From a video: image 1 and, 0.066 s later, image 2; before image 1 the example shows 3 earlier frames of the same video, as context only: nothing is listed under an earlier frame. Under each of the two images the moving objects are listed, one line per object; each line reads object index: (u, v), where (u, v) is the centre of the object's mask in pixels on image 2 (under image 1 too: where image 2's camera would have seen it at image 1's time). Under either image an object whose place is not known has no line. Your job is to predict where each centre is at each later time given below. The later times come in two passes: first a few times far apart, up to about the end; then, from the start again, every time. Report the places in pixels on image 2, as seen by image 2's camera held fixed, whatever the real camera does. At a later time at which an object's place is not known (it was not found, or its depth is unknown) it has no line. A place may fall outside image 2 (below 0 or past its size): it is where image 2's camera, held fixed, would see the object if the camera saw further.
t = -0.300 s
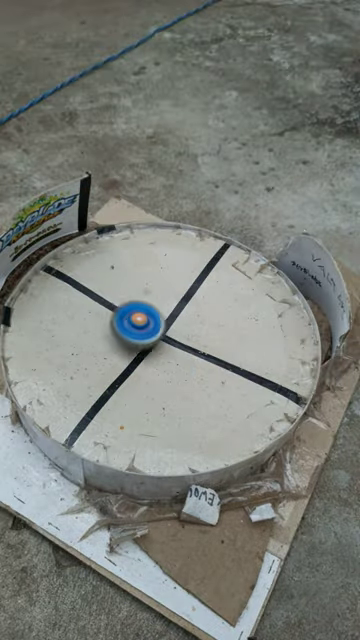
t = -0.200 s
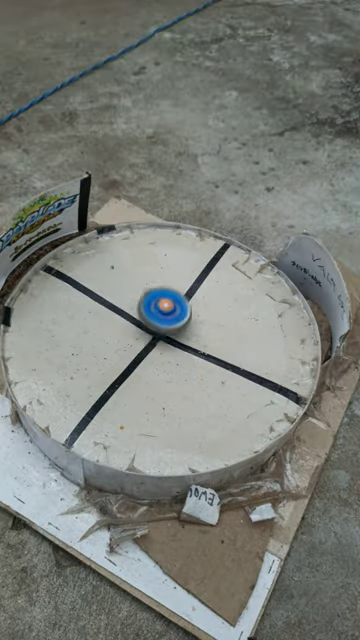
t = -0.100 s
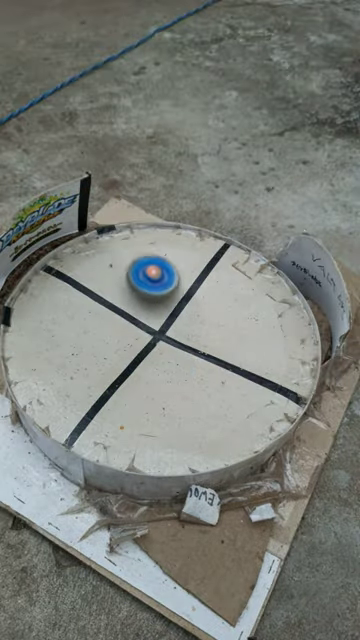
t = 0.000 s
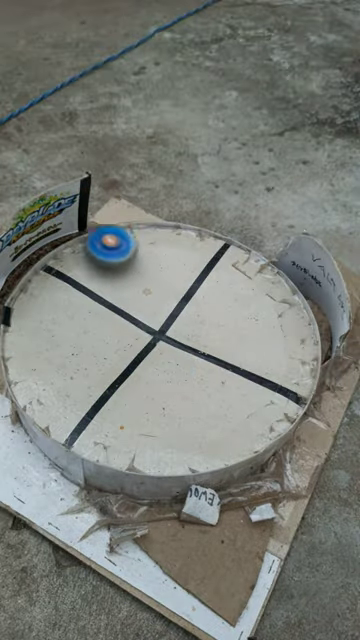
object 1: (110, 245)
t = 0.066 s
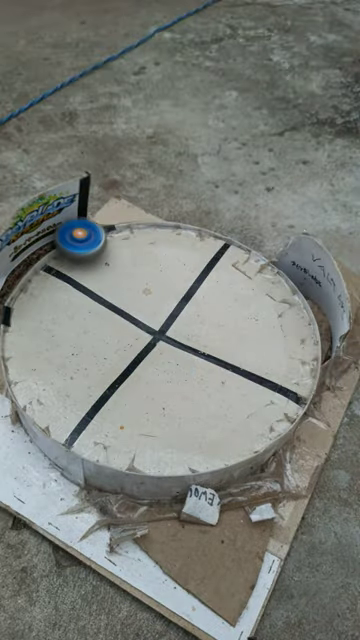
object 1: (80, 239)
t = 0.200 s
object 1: (78, 262)
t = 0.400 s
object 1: (122, 341)
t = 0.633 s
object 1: (287, 312)
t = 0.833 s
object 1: (214, 255)
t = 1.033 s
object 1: (124, 267)
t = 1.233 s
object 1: (106, 367)
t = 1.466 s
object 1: (278, 406)
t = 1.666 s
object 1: (304, 347)
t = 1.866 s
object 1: (277, 292)
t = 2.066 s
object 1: (160, 264)
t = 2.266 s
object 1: (50, 326)
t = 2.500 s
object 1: (77, 420)
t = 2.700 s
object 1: (104, 430)
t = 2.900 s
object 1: (166, 407)
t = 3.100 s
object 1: (228, 343)
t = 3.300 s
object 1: (166, 265)
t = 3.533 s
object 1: (47, 278)
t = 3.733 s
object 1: (31, 342)
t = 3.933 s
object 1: (161, 368)
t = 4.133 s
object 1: (221, 300)
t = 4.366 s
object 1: (144, 242)
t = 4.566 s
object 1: (90, 288)
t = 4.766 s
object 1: (151, 354)
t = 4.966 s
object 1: (240, 333)
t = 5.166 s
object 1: (247, 277)
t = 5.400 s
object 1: (145, 291)
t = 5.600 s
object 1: (146, 360)
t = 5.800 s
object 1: (225, 385)
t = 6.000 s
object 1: (215, 335)
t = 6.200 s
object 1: (143, 304)
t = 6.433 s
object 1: (106, 354)
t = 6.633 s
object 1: (168, 350)
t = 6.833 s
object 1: (156, 297)
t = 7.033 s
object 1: (89, 294)
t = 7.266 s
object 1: (128, 338)
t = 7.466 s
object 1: (191, 309)
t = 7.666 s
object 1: (186, 284)
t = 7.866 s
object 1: (178, 282)
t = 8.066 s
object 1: (147, 312)
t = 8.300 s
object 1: (196, 354)
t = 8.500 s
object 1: (193, 332)
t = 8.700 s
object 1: (166, 323)
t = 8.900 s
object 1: (128, 331)
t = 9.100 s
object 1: (147, 324)
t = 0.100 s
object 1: (75, 244)
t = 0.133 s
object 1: (74, 249)
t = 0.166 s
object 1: (76, 253)
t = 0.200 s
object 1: (78, 262)
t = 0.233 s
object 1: (80, 270)
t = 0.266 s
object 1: (78, 285)
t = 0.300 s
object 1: (87, 296)
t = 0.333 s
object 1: (91, 313)
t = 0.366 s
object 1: (101, 329)
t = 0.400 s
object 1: (122, 341)
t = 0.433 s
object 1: (145, 348)
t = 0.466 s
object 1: (174, 353)
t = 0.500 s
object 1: (204, 350)
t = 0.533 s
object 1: (228, 345)
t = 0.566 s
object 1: (249, 337)
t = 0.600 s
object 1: (268, 325)
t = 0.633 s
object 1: (287, 312)
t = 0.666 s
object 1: (300, 299)
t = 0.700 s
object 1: (284, 284)
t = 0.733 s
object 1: (259, 274)
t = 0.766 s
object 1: (242, 264)
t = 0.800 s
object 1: (226, 259)
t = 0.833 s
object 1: (214, 255)
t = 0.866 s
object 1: (202, 252)
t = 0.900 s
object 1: (189, 251)
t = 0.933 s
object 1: (173, 249)
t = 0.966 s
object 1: (155, 252)
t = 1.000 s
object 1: (141, 259)
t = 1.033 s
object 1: (124, 267)
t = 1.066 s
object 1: (107, 279)
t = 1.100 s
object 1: (93, 296)
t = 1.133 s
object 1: (84, 315)
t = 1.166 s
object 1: (84, 336)
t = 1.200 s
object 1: (91, 352)
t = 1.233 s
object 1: (106, 367)
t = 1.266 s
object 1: (126, 381)
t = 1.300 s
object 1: (150, 394)
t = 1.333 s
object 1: (178, 406)
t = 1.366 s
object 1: (206, 415)
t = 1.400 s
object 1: (234, 416)
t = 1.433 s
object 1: (258, 413)
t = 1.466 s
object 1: (278, 406)
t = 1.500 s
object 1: (292, 395)
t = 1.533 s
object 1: (302, 387)
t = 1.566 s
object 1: (305, 378)
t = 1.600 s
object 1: (308, 370)
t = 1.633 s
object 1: (307, 359)
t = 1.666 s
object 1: (304, 347)
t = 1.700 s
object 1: (303, 337)
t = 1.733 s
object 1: (301, 327)
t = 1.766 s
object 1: (299, 318)
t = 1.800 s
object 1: (293, 308)
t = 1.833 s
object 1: (285, 298)
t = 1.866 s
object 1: (277, 292)
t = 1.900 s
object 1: (264, 285)
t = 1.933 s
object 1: (249, 277)
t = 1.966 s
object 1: (230, 271)
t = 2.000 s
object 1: (206, 267)
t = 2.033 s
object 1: (183, 266)
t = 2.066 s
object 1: (160, 264)
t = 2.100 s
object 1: (140, 268)
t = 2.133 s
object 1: (116, 272)
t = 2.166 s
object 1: (96, 281)
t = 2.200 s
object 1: (78, 293)
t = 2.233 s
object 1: (60, 308)
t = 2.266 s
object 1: (50, 326)
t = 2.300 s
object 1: (45, 343)
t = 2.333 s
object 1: (50, 358)
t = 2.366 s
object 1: (59, 373)
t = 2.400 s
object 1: (64, 388)
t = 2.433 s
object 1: (69, 402)
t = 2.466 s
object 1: (72, 414)
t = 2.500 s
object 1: (77, 420)
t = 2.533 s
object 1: (78, 429)
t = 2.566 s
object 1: (80, 433)
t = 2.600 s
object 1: (87, 433)
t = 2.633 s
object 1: (93, 431)
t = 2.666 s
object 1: (98, 430)
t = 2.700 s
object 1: (104, 430)
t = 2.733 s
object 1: (112, 429)
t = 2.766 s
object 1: (121, 427)
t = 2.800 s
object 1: (132, 422)
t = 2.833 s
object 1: (141, 416)
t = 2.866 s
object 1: (152, 410)
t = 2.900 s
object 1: (166, 407)
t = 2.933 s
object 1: (184, 405)
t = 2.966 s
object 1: (203, 400)
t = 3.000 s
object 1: (218, 390)
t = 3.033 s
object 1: (227, 376)
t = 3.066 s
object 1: (230, 359)
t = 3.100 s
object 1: (228, 343)
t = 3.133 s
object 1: (228, 325)
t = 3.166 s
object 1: (224, 308)
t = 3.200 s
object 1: (215, 293)
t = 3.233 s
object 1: (200, 282)
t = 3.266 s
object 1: (184, 272)
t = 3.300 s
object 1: (166, 265)
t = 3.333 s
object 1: (150, 261)
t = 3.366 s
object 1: (132, 258)
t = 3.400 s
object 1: (113, 256)
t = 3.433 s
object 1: (93, 257)
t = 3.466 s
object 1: (76, 264)
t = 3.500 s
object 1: (62, 271)
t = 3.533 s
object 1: (47, 278)
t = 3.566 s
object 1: (35, 286)
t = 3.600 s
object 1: (27, 296)
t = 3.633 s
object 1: (24, 307)
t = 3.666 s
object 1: (23, 319)
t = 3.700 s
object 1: (24, 331)
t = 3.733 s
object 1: (31, 342)
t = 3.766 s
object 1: (46, 348)
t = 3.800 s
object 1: (67, 353)
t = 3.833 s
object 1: (90, 359)
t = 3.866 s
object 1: (115, 363)
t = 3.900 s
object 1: (138, 366)
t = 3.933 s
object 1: (161, 368)
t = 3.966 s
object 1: (182, 363)
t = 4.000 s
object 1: (198, 354)
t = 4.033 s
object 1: (207, 341)
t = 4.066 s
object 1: (213, 330)
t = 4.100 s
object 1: (219, 315)
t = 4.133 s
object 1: (221, 300)
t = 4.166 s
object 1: (217, 286)
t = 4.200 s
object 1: (209, 274)
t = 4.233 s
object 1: (198, 265)
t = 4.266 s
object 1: (186, 254)
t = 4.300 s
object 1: (172, 247)
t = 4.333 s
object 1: (157, 242)
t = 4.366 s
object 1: (144, 242)
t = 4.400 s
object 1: (135, 245)
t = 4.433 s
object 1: (124, 250)
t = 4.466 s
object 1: (111, 255)
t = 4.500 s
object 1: (101, 263)
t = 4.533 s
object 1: (95, 275)
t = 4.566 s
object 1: (90, 288)
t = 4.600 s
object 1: (89, 303)
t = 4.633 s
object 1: (91, 319)
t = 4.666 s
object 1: (100, 332)
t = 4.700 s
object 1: (115, 342)
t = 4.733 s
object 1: (132, 349)
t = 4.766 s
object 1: (151, 354)
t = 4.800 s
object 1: (171, 359)
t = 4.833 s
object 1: (192, 361)
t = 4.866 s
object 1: (208, 357)
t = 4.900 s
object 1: (220, 350)
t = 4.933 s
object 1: (228, 342)
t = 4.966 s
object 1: (240, 333)
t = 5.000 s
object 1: (248, 323)
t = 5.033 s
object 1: (257, 313)
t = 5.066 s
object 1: (262, 304)
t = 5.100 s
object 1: (262, 293)
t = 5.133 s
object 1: (257, 285)
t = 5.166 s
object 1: (247, 277)
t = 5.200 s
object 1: (233, 273)
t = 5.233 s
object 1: (217, 270)
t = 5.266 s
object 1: (203, 271)
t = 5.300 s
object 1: (187, 273)
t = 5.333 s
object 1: (173, 277)
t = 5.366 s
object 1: (160, 283)
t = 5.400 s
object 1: (145, 291)
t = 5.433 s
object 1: (132, 301)
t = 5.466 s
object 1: (124, 314)
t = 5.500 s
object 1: (122, 327)
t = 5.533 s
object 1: (125, 340)
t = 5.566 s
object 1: (135, 349)
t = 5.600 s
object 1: (146, 360)
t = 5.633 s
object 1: (157, 371)
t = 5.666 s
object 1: (171, 380)
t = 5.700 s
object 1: (187, 387)
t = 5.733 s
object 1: (202, 389)
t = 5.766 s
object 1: (216, 389)
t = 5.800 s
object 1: (225, 385)
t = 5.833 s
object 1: (231, 378)
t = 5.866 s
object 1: (234, 370)
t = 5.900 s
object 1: (231, 361)
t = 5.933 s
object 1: (225, 351)
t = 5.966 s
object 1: (218, 343)
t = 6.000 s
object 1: (215, 335)
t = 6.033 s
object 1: (210, 327)
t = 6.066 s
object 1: (202, 318)
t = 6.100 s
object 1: (189, 310)
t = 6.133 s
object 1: (174, 306)
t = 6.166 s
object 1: (158, 304)
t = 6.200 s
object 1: (143, 304)
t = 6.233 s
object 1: (127, 308)
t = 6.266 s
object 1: (113, 316)
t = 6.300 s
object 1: (100, 324)
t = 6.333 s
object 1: (92, 333)
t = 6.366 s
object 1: (90, 343)
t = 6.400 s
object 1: (95, 349)
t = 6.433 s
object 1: (106, 354)
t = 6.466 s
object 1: (118, 358)
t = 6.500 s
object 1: (132, 359)
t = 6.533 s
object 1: (145, 360)
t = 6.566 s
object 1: (154, 358)
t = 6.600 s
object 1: (160, 354)
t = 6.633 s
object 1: (168, 350)
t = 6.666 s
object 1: (177, 345)
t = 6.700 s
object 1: (181, 336)
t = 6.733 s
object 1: (178, 326)
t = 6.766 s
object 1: (174, 314)
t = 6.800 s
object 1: (166, 305)
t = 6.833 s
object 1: (156, 297)
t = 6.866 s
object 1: (143, 289)
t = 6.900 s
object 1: (130, 285)
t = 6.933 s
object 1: (117, 282)
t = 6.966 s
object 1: (107, 285)
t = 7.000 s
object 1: (98, 289)
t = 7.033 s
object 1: (89, 294)
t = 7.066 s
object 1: (82, 301)
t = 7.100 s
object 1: (81, 308)
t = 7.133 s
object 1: (84, 316)
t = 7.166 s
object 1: (89, 323)
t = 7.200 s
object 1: (99, 330)
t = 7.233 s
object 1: (112, 334)
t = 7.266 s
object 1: (128, 338)
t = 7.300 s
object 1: (143, 336)
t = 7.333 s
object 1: (159, 336)
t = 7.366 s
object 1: (173, 333)
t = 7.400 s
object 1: (181, 327)
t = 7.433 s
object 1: (188, 319)
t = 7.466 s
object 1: (191, 309)
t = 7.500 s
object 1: (193, 300)
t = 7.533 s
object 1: (190, 293)
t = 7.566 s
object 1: (186, 289)
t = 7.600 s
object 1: (186, 287)
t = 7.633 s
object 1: (186, 285)
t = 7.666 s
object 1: (186, 284)
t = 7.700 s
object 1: (186, 283)
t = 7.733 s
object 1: (185, 283)
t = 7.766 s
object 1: (184, 281)
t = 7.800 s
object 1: (183, 280)
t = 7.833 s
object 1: (181, 281)
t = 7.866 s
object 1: (178, 282)
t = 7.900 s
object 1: (176, 284)
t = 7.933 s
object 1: (173, 288)
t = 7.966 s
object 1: (168, 291)
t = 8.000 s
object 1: (159, 296)
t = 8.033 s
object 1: (151, 303)
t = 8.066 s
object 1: (147, 312)
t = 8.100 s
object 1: (143, 323)
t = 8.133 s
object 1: (145, 330)
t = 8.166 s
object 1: (153, 336)
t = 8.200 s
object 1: (163, 345)
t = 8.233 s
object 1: (175, 350)
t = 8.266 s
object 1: (187, 353)
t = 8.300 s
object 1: (196, 354)
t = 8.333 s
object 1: (202, 351)
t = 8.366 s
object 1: (202, 345)
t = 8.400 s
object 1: (197, 341)
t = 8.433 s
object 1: (193, 337)
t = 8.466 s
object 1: (192, 334)
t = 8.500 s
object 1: (193, 332)
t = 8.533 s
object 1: (194, 329)
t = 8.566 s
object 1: (189, 324)
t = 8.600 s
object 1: (181, 320)
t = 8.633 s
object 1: (171, 318)
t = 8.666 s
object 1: (167, 320)
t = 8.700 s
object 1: (166, 323)
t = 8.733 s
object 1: (163, 323)
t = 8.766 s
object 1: (157, 323)
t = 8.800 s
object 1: (149, 322)
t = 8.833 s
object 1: (140, 323)
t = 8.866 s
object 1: (133, 326)
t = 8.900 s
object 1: (128, 331)
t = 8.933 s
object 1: (129, 333)
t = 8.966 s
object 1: (131, 334)
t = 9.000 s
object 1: (135, 334)
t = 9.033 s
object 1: (139, 332)
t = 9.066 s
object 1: (144, 329)
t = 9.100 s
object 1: (147, 324)
